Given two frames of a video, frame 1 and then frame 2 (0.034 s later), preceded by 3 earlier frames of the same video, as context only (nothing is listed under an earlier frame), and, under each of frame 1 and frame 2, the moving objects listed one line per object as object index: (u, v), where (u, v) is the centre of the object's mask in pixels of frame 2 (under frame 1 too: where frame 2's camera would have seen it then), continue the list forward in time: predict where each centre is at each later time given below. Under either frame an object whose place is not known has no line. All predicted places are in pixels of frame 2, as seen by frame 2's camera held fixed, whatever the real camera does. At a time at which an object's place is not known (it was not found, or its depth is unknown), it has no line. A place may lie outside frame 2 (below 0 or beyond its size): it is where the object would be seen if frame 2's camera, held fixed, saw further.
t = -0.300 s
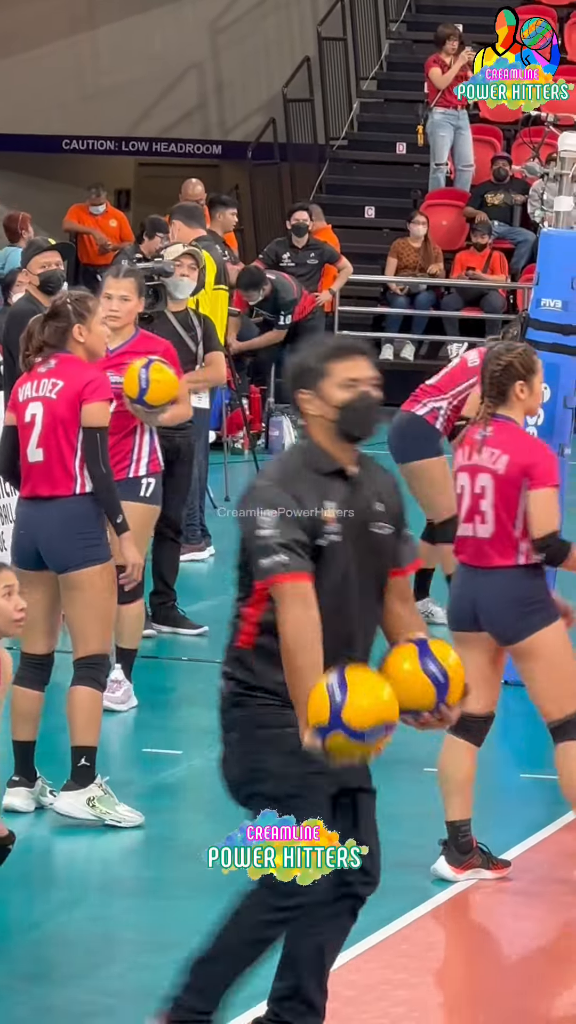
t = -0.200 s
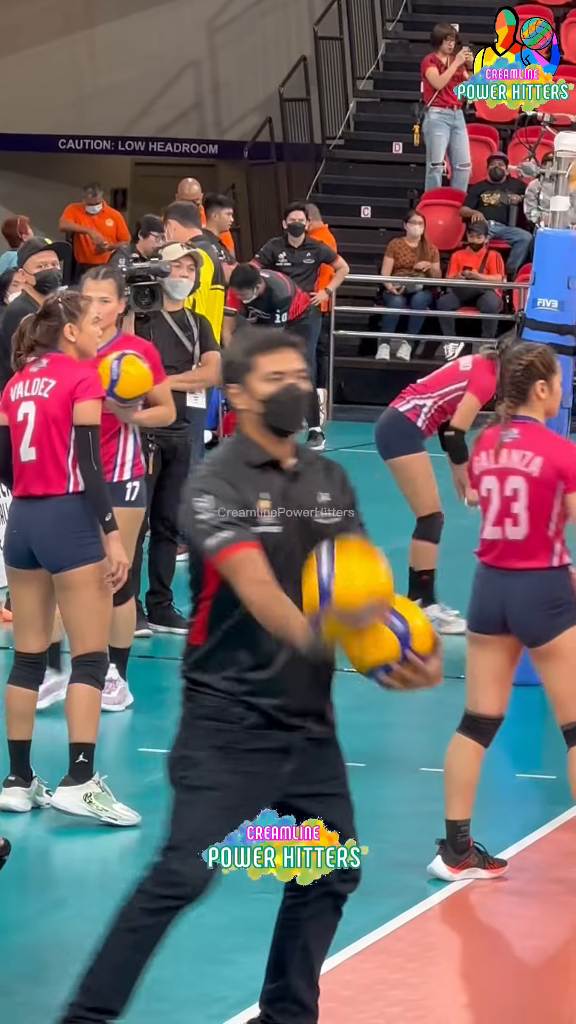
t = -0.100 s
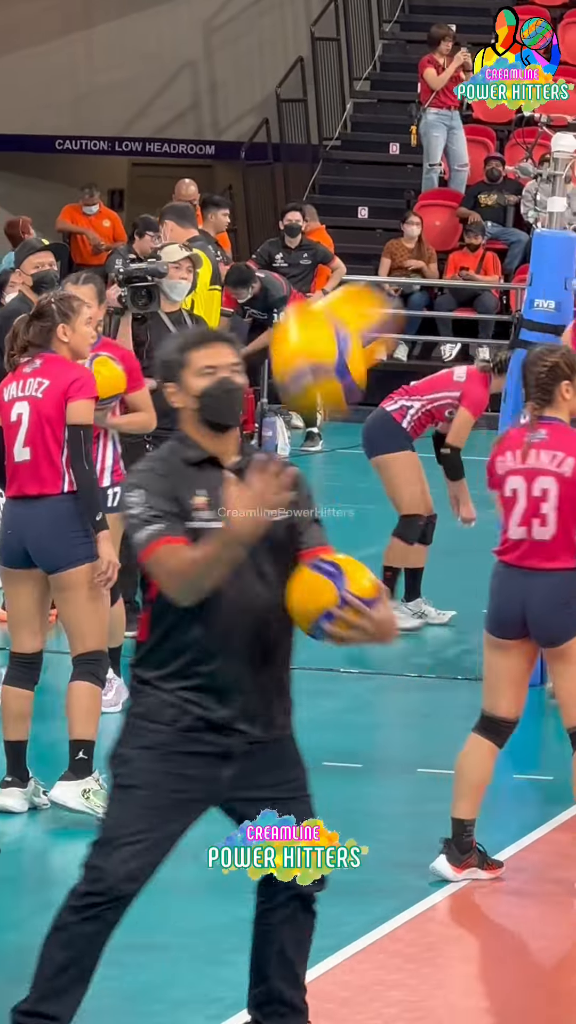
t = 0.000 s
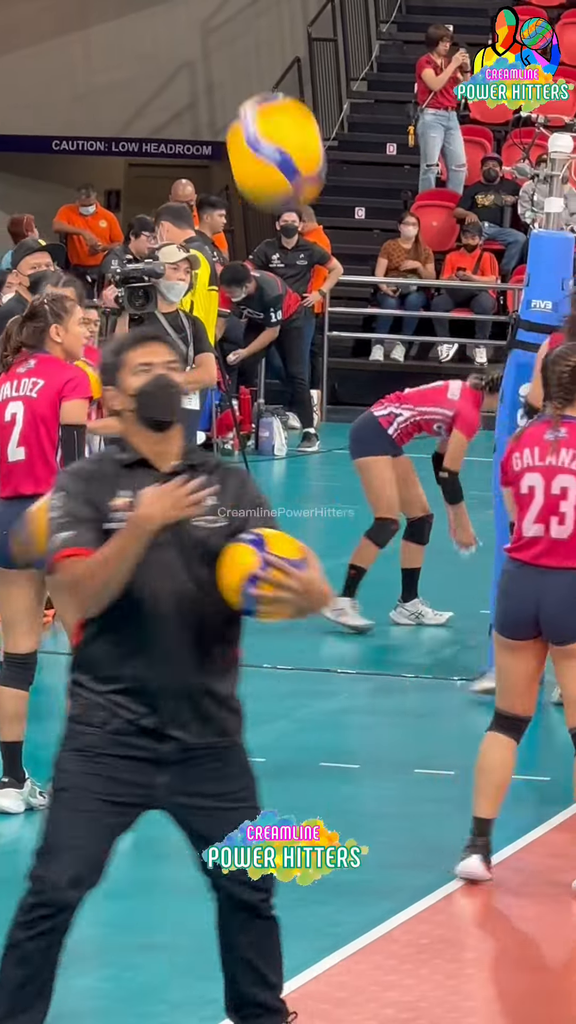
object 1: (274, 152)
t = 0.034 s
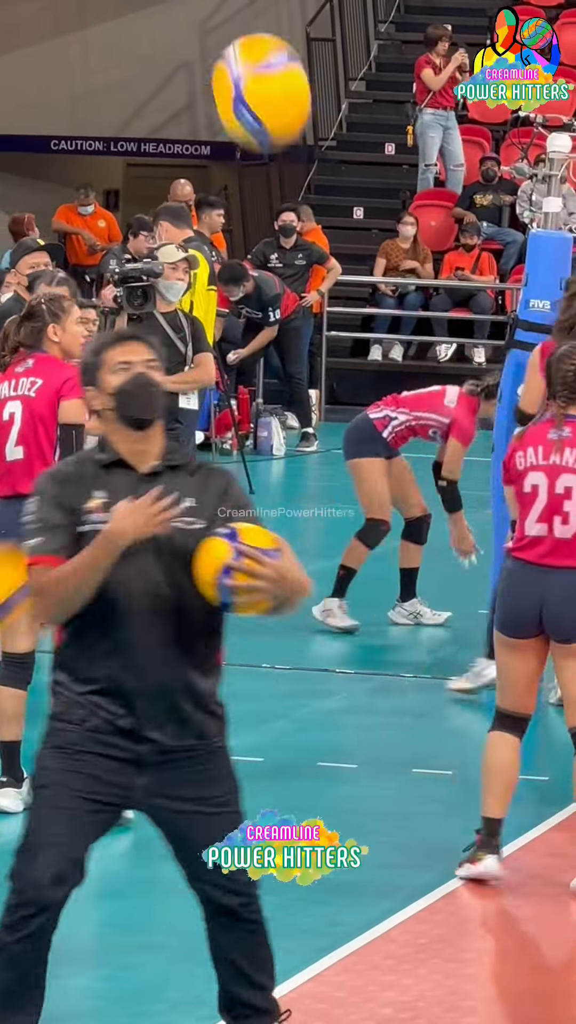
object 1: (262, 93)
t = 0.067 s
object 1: (250, 44)
